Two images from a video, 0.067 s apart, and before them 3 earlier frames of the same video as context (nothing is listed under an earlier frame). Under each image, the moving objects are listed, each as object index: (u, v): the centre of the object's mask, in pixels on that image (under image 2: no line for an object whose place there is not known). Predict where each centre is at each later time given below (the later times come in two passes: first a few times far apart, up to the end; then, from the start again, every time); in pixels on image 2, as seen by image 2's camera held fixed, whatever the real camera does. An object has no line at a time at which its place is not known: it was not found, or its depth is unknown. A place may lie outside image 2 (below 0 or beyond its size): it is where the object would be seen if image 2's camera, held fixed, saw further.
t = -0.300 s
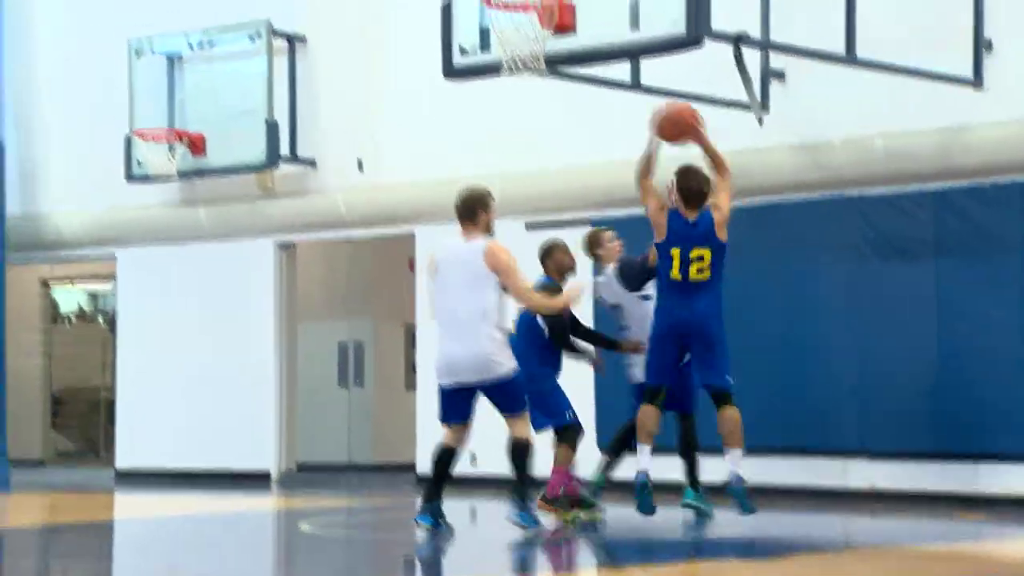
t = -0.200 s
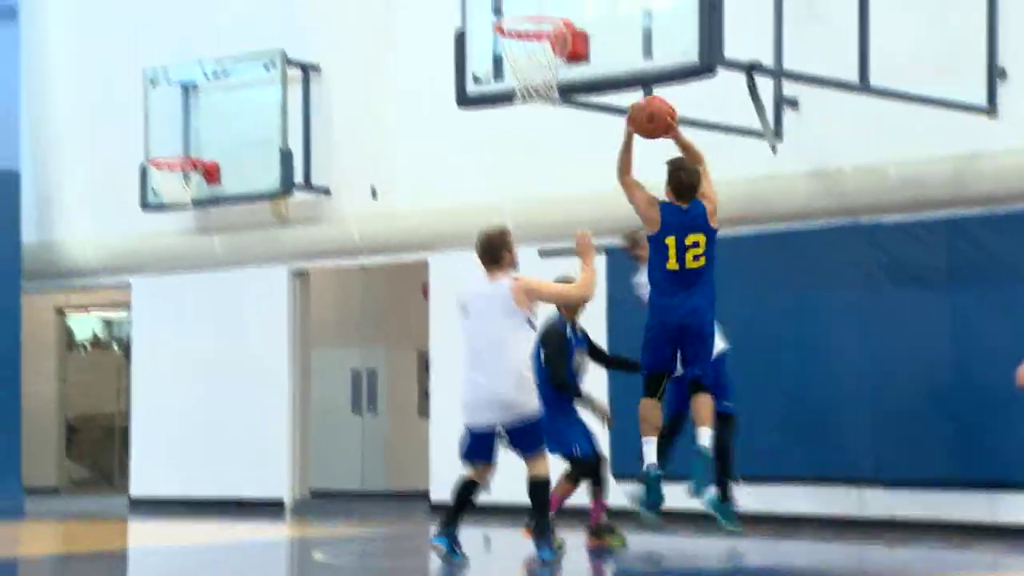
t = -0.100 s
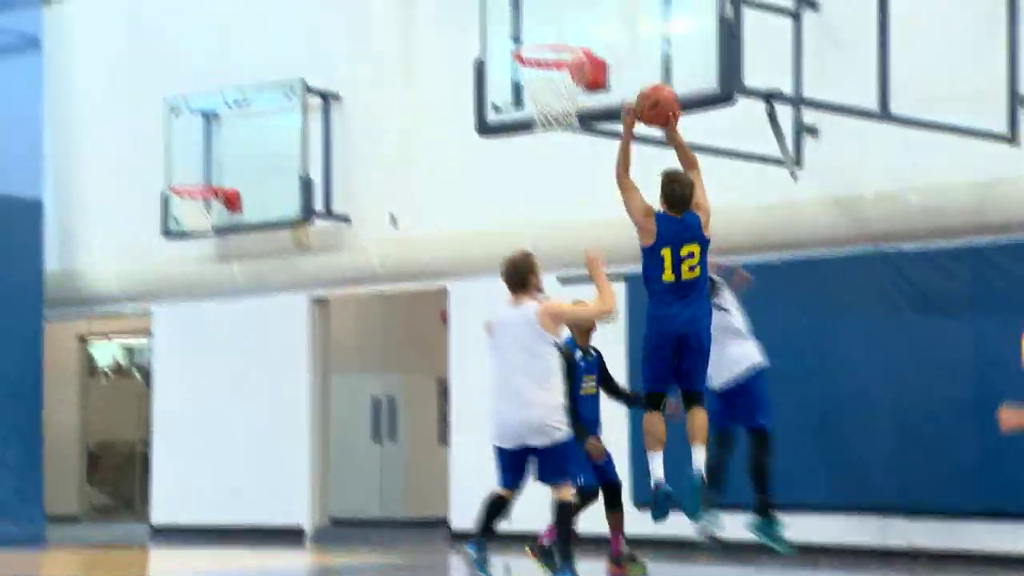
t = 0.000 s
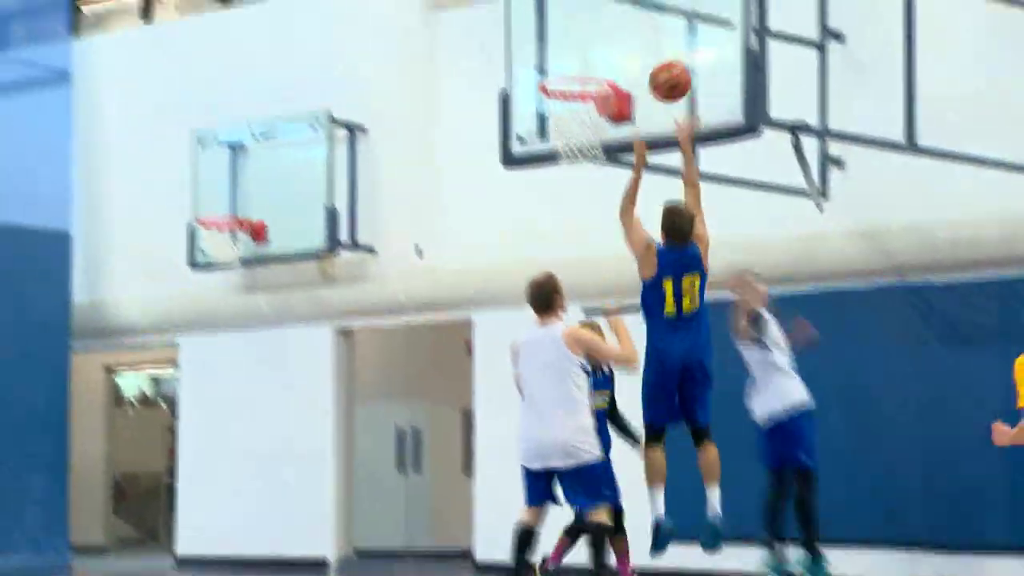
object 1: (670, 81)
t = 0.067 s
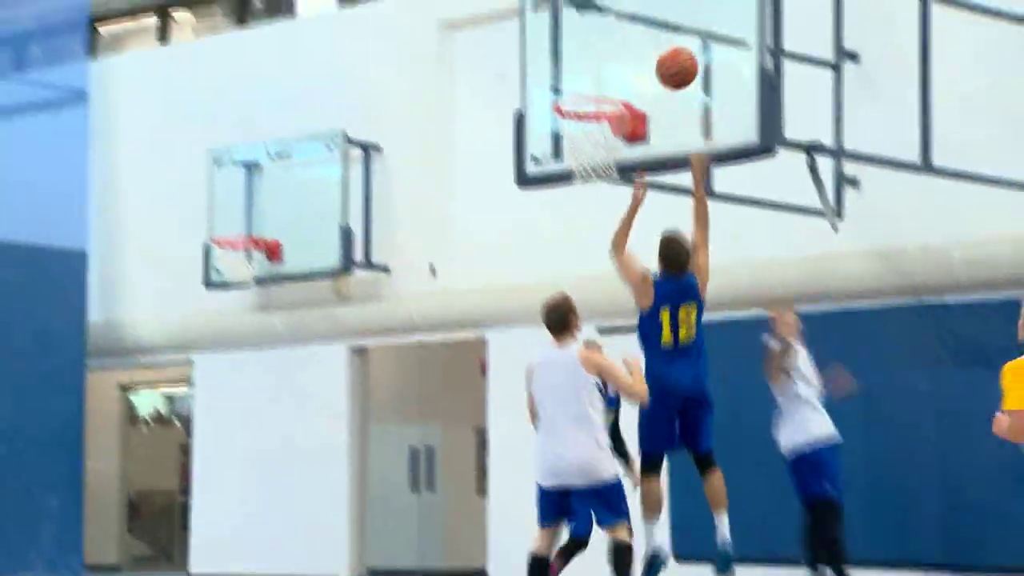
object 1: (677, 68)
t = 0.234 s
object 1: (650, 30)
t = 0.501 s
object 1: (596, 81)
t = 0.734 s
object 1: (570, 164)
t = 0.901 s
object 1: (572, 231)
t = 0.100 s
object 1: (672, 55)
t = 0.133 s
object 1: (668, 44)
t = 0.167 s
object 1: (663, 36)
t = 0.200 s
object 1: (657, 32)
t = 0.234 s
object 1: (650, 30)
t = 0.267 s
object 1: (643, 30)
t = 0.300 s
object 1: (637, 32)
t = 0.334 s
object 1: (630, 35)
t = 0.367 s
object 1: (624, 40)
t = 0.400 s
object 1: (617, 48)
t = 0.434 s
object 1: (610, 57)
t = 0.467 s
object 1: (603, 68)
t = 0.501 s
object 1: (596, 81)
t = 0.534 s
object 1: (590, 95)
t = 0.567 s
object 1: (583, 112)
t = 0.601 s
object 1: (575, 130)
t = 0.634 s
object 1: (571, 143)
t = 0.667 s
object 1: (571, 150)
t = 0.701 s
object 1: (570, 156)
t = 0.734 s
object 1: (570, 164)
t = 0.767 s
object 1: (570, 174)
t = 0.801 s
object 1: (570, 185)
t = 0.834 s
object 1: (571, 198)
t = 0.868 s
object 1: (571, 213)
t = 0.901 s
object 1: (572, 231)
